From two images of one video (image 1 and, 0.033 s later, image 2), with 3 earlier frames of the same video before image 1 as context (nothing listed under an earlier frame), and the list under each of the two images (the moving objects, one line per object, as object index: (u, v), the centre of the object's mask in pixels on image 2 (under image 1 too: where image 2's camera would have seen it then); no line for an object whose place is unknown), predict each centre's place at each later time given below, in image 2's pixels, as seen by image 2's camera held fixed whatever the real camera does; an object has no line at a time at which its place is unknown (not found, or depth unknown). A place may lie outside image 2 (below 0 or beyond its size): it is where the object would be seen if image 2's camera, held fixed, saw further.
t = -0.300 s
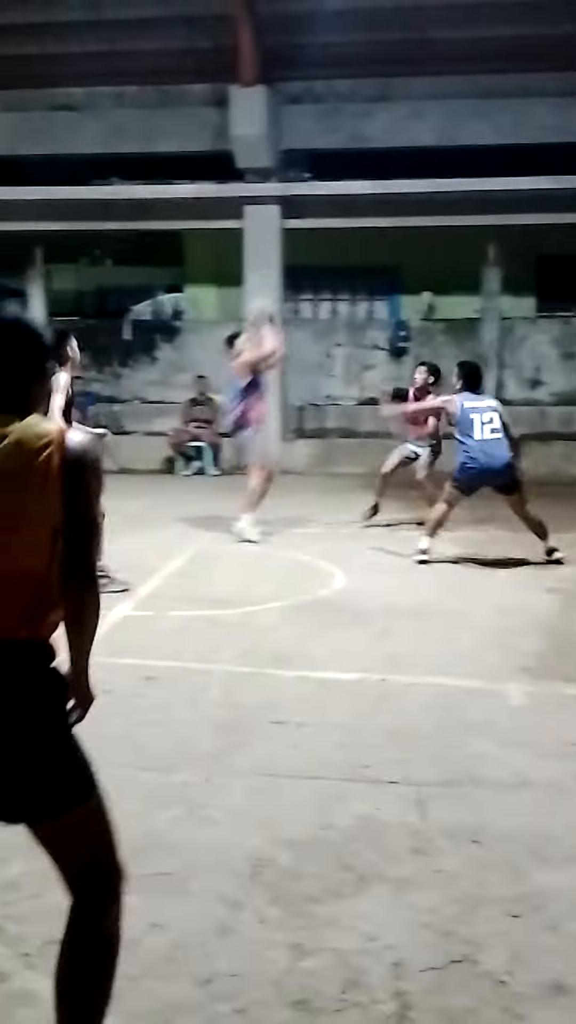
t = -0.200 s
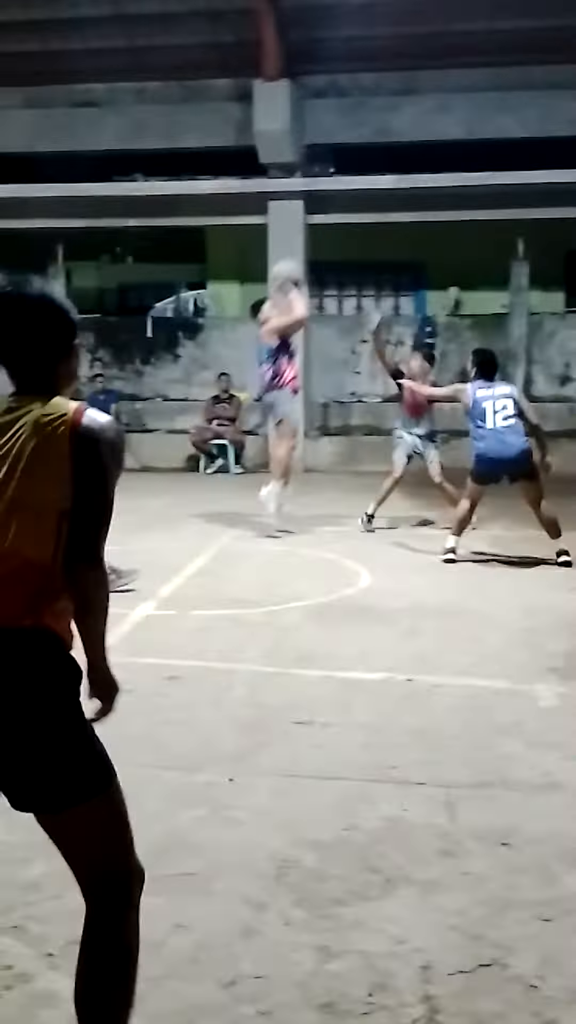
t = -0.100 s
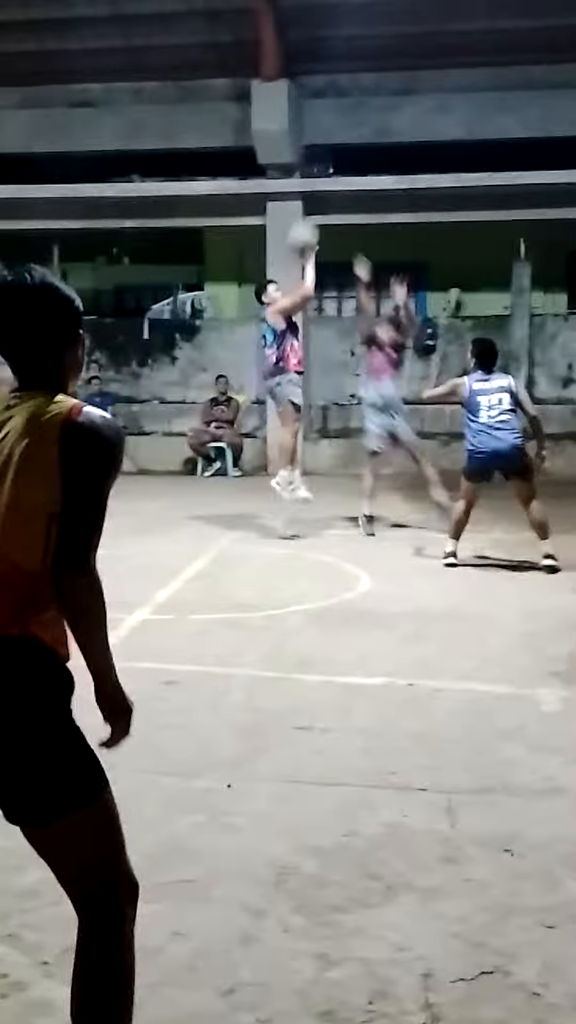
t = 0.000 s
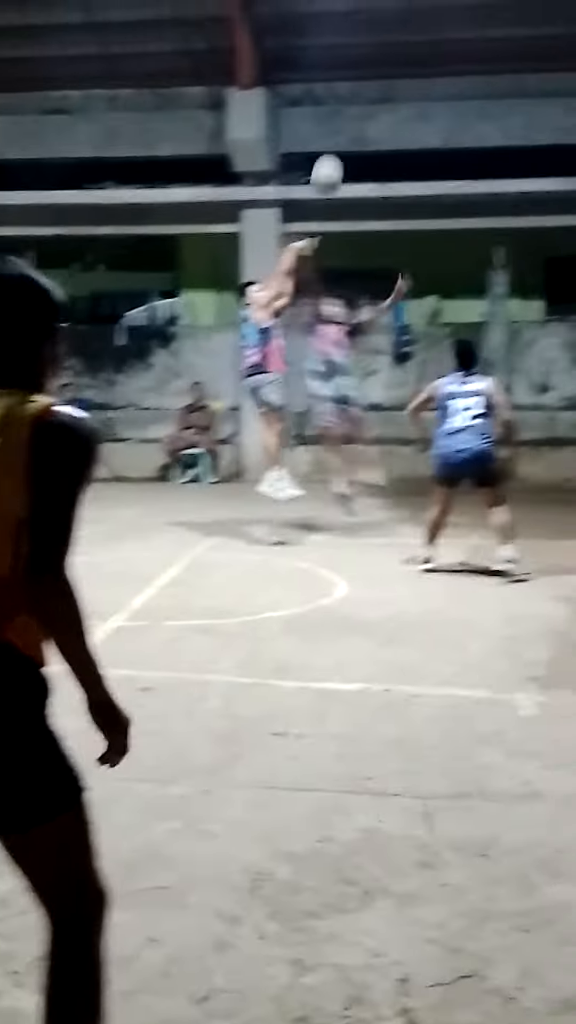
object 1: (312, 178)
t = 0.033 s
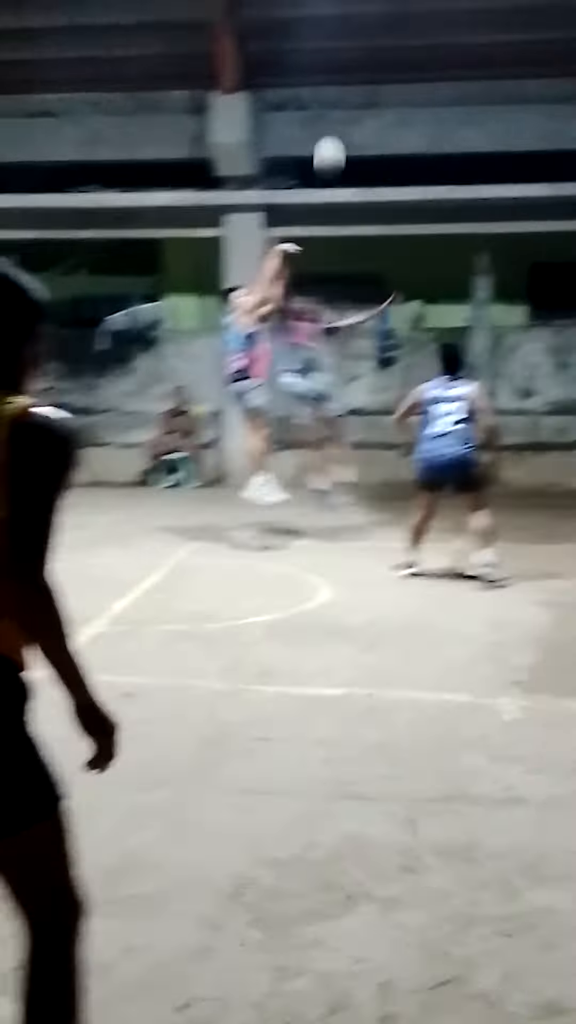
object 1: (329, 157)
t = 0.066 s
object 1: (347, 133)
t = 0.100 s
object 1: (362, 106)
